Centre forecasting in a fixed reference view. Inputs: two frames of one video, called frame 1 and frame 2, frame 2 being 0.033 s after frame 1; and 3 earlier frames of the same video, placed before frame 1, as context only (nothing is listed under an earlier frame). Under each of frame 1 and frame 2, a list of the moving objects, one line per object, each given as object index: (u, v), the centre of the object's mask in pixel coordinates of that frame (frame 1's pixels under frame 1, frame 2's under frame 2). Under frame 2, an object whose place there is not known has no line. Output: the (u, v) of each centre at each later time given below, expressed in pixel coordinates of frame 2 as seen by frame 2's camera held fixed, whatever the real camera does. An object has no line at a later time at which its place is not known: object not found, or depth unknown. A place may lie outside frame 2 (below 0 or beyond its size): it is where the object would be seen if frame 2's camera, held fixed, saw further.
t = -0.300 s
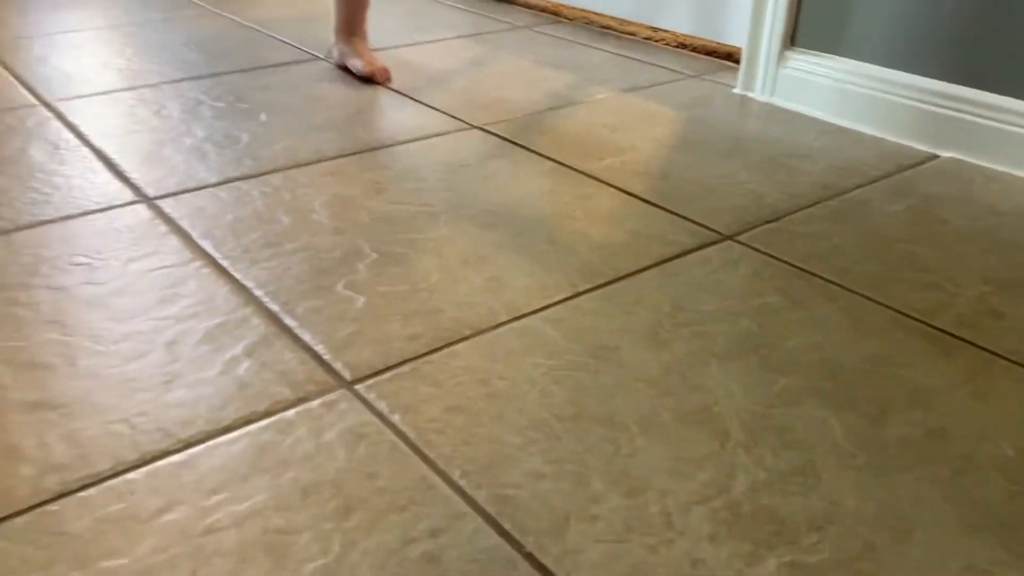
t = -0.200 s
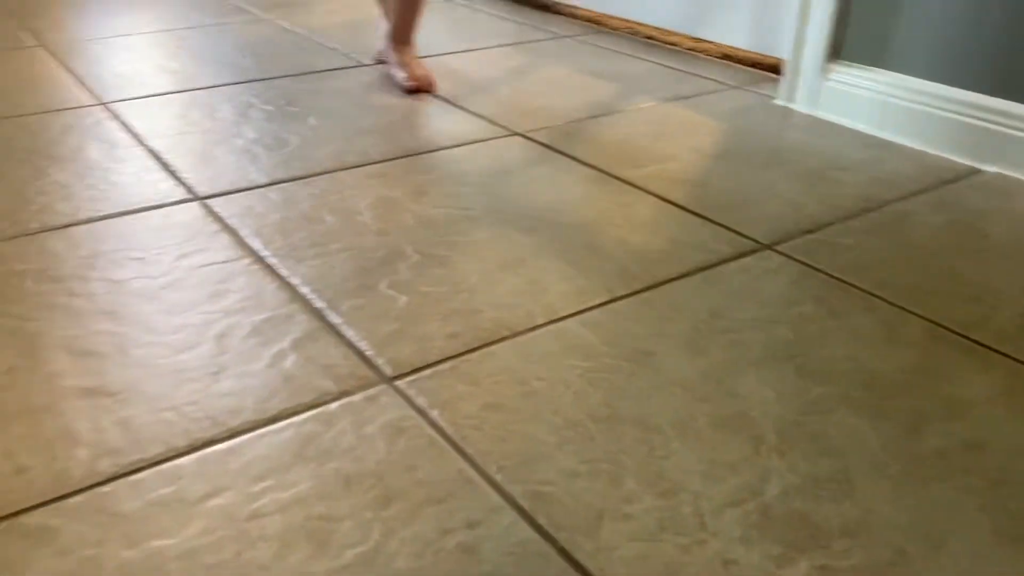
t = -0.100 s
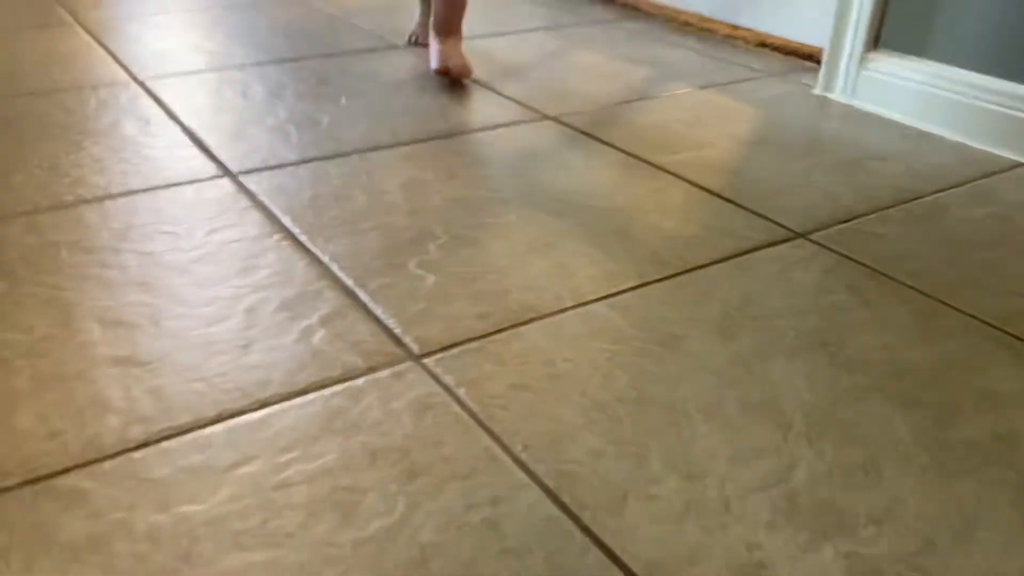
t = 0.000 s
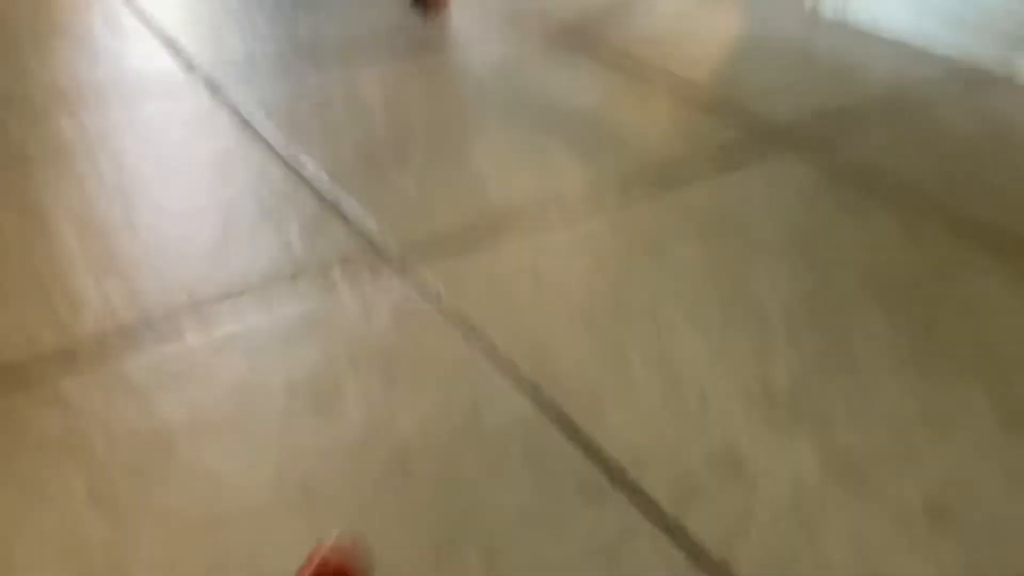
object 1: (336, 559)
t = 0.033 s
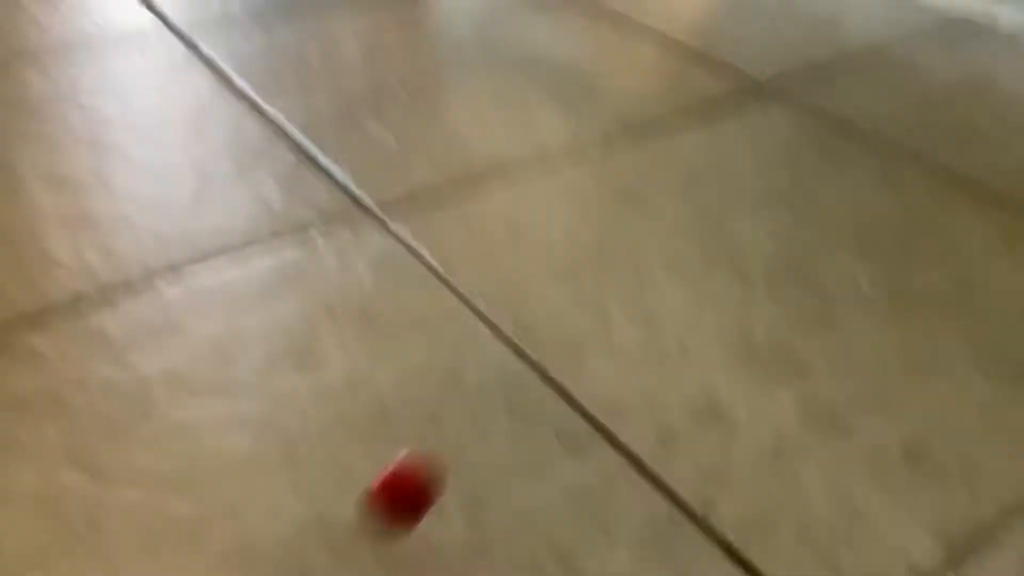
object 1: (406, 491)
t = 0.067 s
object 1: (493, 464)
